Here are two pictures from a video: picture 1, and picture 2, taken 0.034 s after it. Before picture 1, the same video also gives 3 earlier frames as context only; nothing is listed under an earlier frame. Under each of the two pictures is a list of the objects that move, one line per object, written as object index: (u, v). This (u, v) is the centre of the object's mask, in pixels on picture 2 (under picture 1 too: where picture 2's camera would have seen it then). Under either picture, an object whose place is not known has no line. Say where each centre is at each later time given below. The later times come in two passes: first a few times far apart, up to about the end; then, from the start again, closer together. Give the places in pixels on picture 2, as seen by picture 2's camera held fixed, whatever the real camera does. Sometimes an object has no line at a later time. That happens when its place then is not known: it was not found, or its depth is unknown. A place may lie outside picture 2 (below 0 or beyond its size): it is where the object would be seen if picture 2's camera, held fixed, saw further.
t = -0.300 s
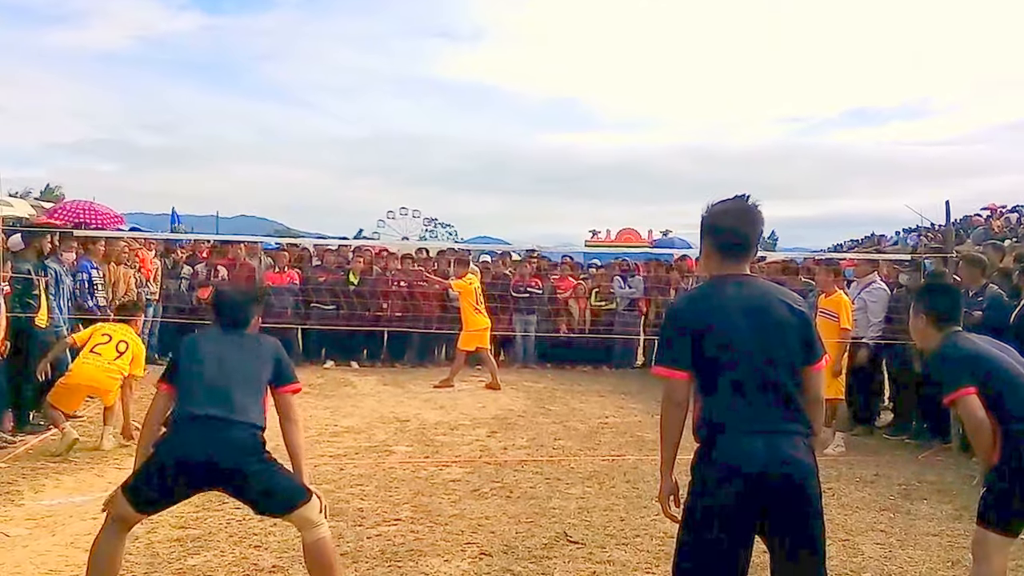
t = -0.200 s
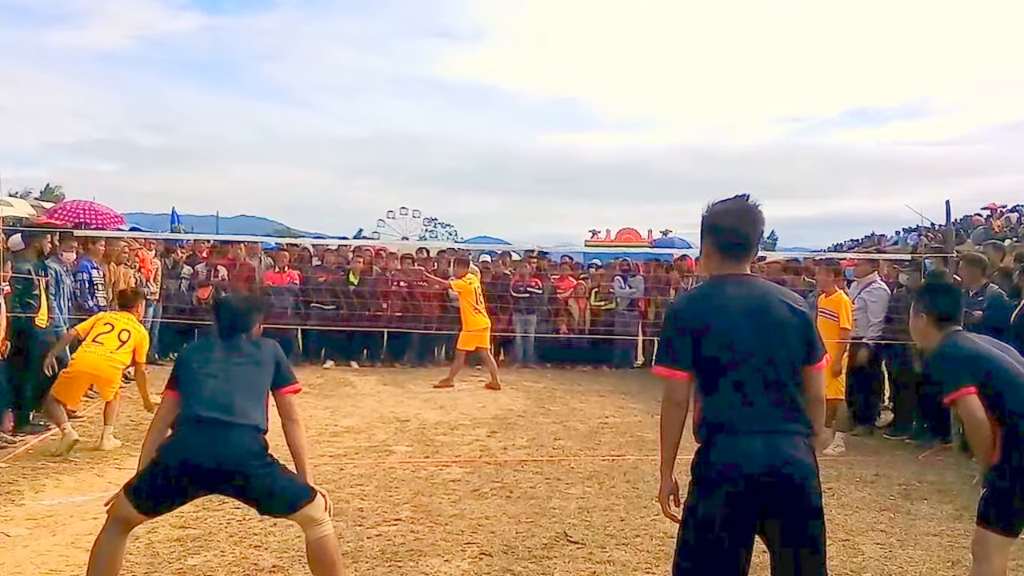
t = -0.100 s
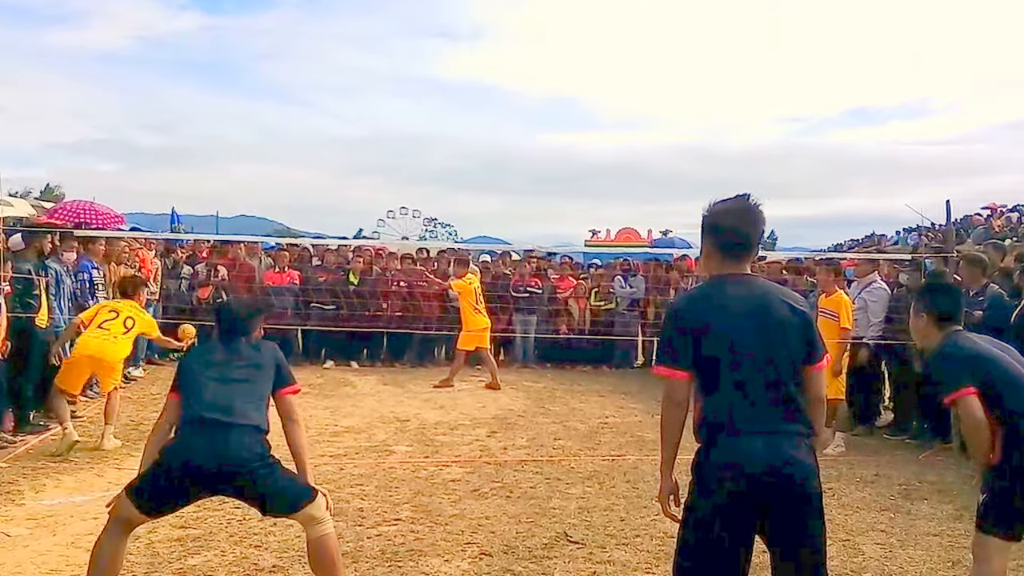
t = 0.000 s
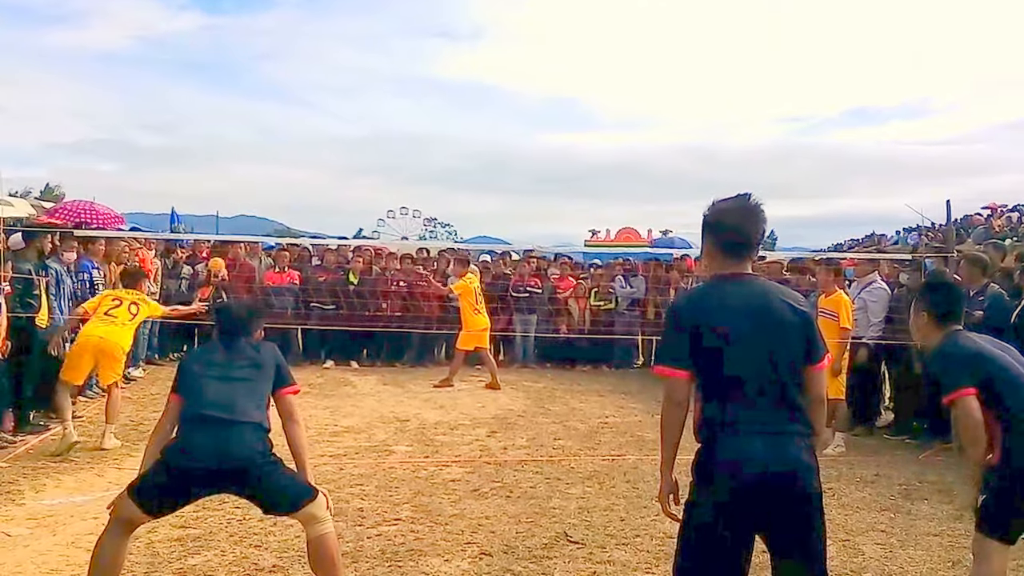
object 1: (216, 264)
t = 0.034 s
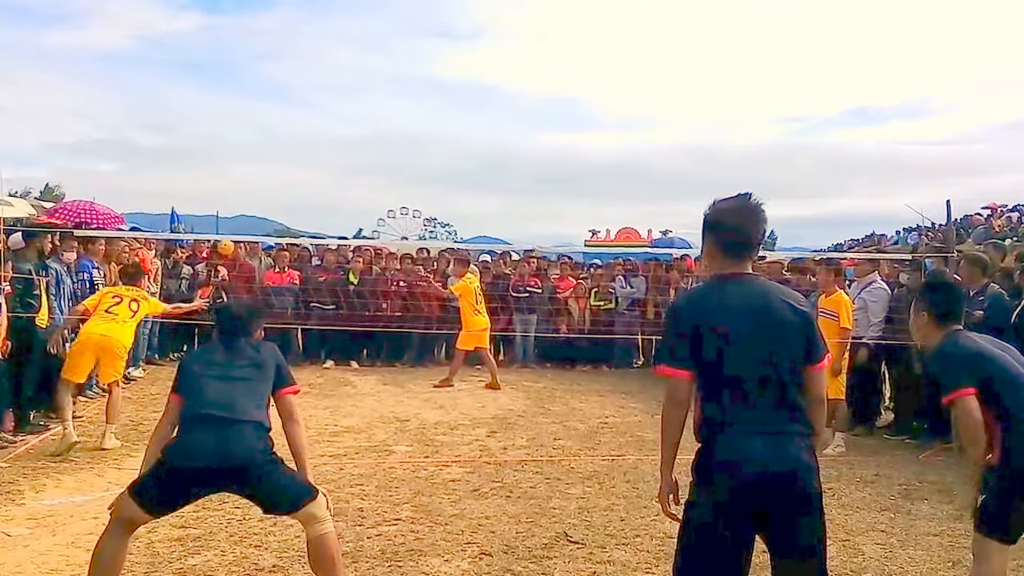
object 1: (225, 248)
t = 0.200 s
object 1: (268, 180)
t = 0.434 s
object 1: (319, 147)
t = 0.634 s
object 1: (357, 163)
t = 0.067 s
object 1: (235, 229)
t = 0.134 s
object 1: (251, 203)
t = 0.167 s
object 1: (260, 191)
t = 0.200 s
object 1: (268, 180)
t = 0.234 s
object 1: (275, 172)
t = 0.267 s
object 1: (283, 164)
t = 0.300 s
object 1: (290, 158)
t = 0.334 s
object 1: (298, 153)
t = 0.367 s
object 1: (305, 150)
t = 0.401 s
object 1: (312, 148)
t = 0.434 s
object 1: (319, 147)
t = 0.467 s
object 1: (326, 147)
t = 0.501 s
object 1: (332, 148)
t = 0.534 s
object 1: (339, 150)
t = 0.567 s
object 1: (345, 154)
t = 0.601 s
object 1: (351, 158)
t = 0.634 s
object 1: (357, 163)
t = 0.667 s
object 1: (364, 170)
